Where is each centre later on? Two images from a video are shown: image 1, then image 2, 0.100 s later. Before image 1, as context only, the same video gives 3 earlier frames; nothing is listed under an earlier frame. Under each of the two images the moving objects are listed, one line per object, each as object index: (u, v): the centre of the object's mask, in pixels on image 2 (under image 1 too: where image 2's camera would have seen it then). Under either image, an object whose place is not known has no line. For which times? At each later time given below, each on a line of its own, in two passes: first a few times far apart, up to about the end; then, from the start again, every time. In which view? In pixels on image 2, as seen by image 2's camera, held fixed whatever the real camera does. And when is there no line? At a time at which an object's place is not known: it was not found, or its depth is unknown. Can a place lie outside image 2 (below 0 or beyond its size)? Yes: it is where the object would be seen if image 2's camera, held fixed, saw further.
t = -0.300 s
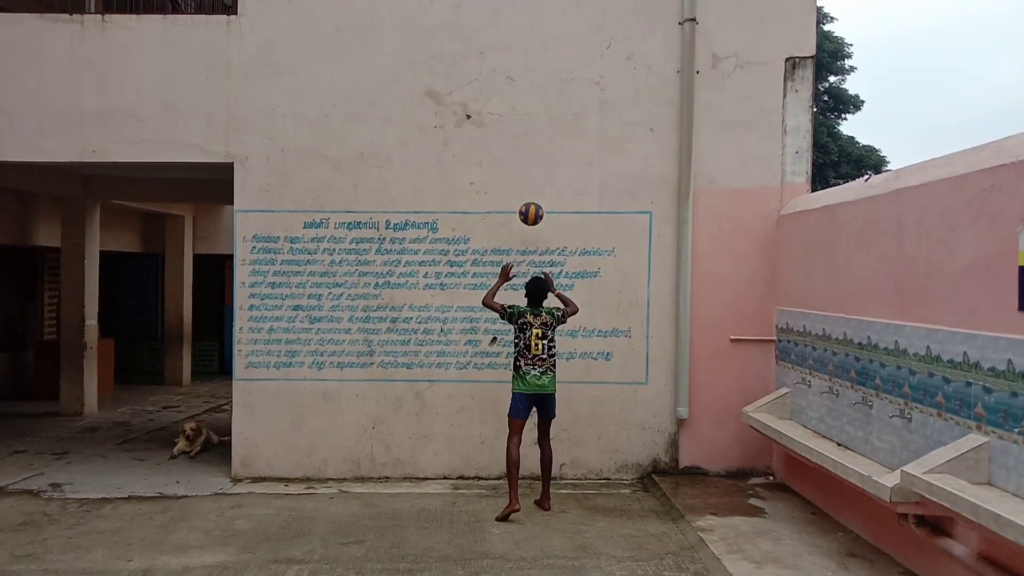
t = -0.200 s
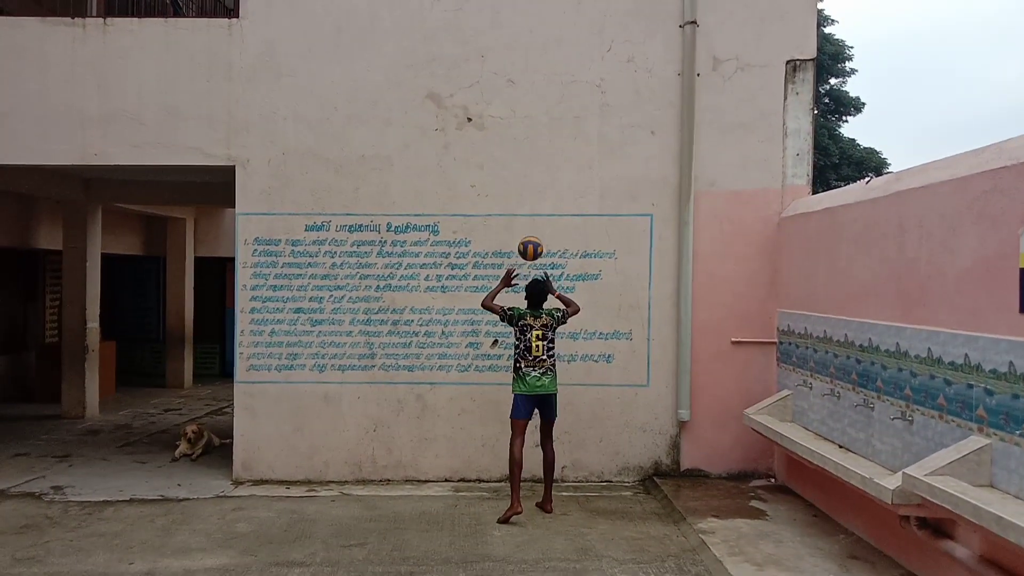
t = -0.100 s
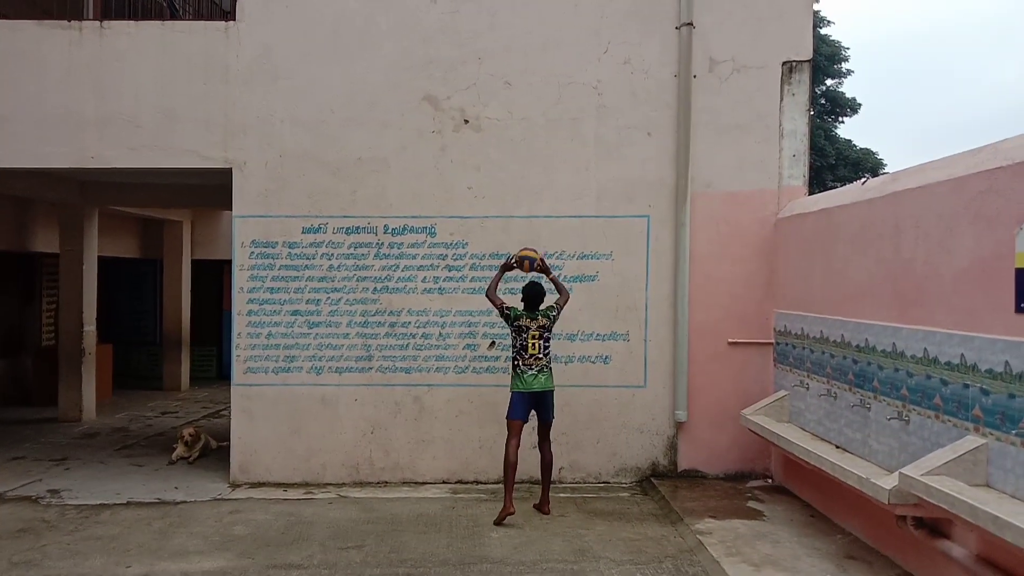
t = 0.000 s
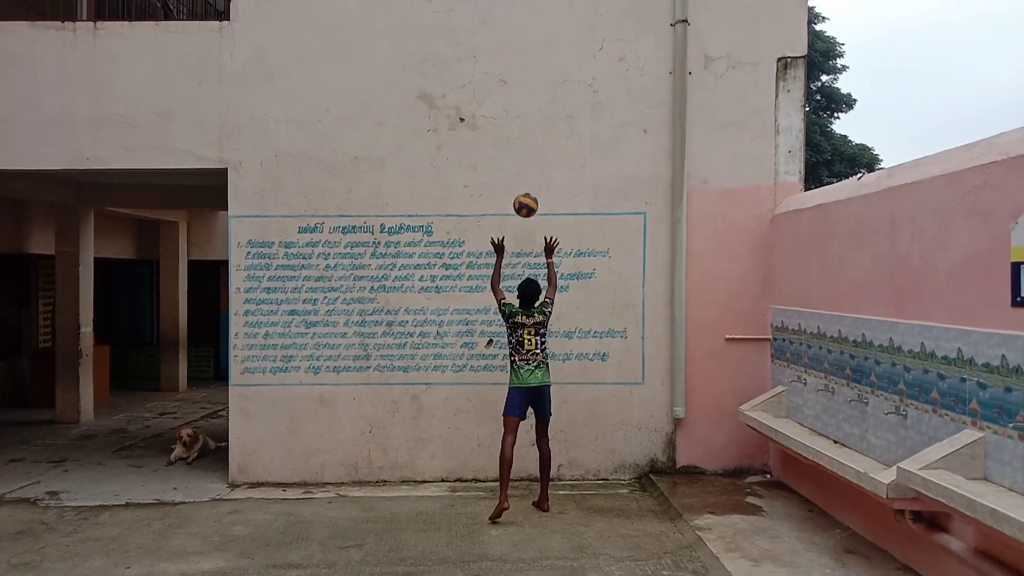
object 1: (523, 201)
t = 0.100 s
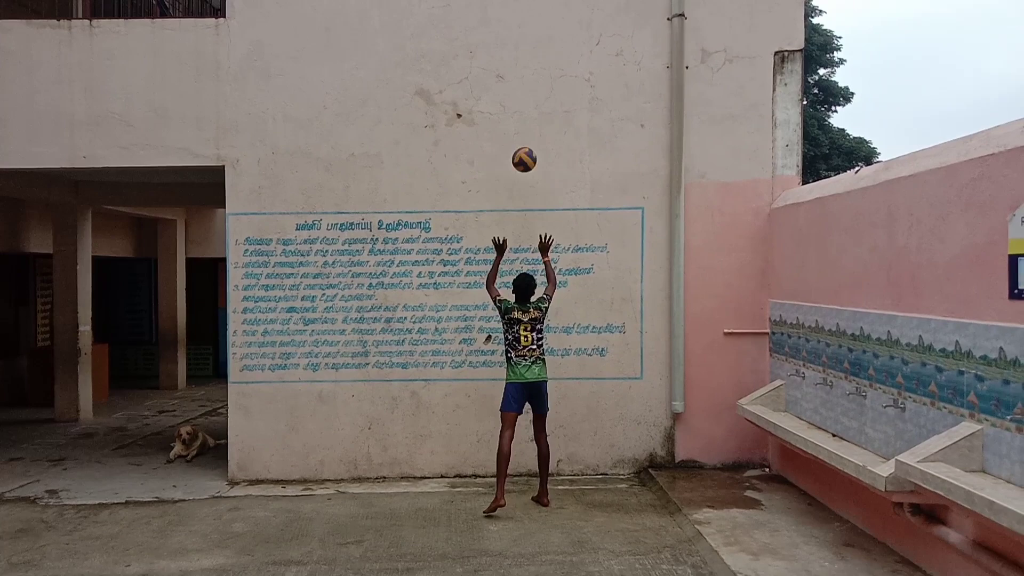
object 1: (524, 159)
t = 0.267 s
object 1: (525, 119)
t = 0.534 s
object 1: (529, 119)
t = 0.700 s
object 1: (531, 161)
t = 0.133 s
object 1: (524, 149)
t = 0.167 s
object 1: (525, 139)
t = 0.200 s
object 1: (525, 132)
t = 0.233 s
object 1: (525, 125)
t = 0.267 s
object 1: (525, 119)
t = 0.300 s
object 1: (526, 115)
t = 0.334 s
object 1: (526, 112)
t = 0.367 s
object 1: (526, 111)
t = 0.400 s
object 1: (527, 110)
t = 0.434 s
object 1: (527, 111)
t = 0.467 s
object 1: (527, 112)
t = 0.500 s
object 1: (528, 115)
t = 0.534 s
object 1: (529, 119)
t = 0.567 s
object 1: (529, 125)
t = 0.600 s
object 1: (530, 132)
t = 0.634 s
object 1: (530, 140)
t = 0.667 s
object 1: (531, 150)
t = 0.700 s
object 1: (531, 161)
